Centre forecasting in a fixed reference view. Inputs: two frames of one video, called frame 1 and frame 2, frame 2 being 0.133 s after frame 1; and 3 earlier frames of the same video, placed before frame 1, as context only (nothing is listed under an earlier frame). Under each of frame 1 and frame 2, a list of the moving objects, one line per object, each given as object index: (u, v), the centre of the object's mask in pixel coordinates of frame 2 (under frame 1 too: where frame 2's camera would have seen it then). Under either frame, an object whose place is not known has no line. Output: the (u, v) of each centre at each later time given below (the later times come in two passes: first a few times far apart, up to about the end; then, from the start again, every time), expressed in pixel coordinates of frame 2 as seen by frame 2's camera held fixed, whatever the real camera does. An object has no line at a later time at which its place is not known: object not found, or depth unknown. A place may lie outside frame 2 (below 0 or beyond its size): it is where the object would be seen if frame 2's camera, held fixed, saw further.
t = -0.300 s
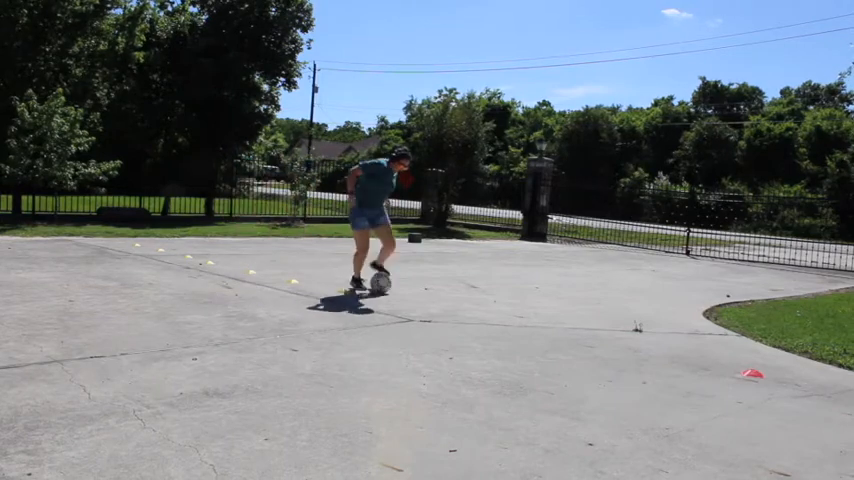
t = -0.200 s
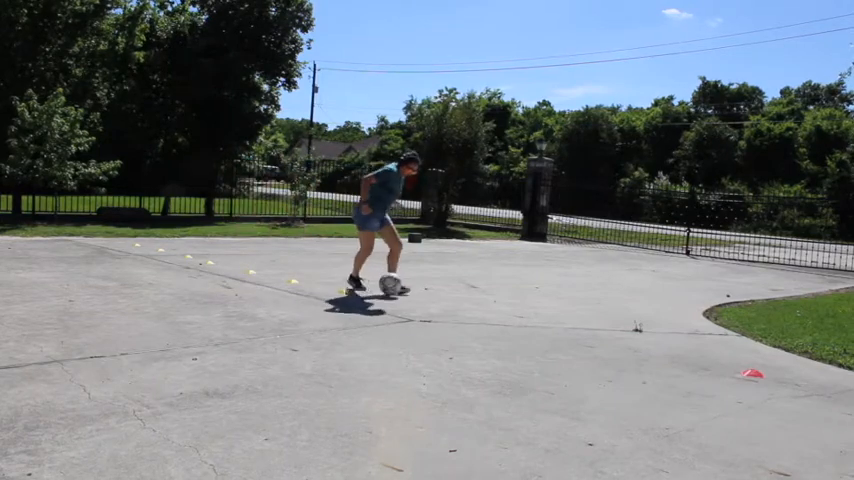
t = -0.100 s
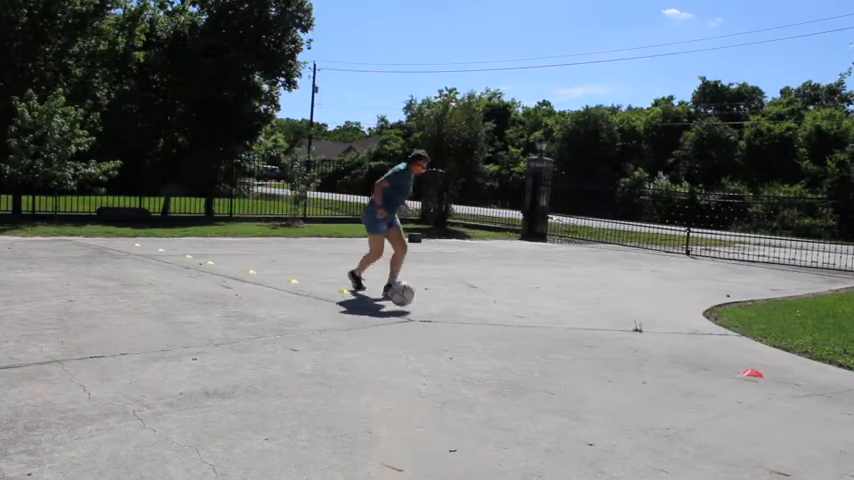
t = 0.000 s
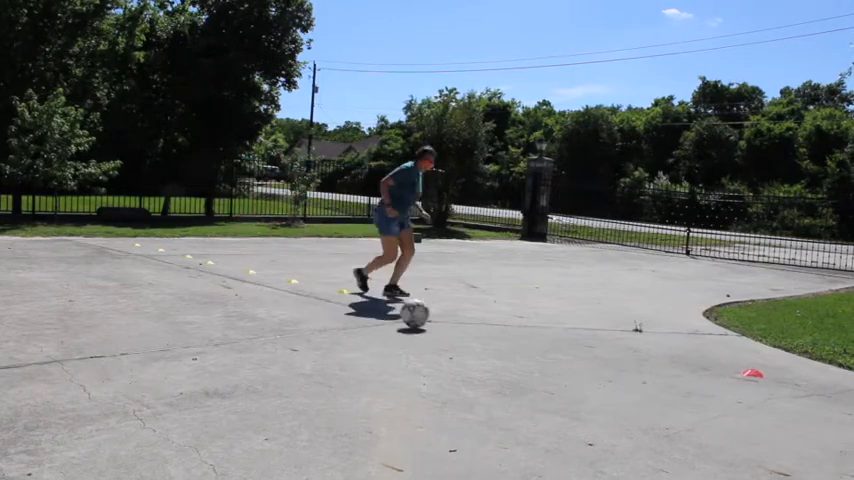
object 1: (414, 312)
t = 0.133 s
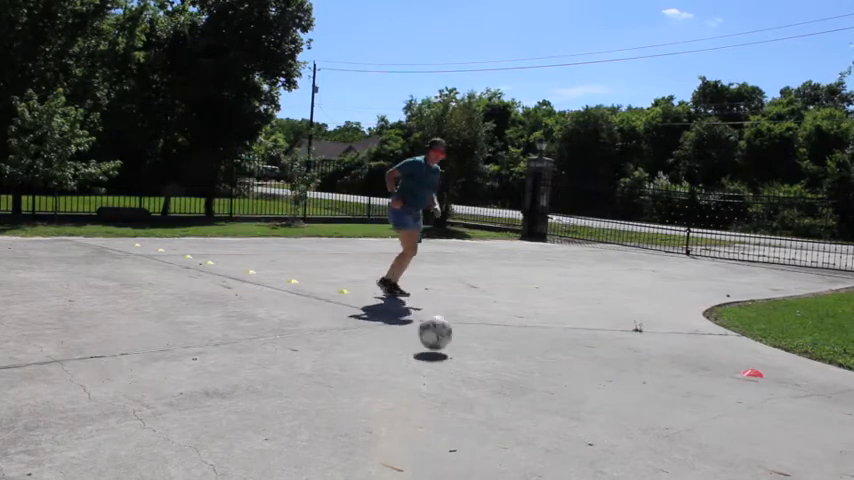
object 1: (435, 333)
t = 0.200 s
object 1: (446, 345)
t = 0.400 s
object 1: (488, 390)
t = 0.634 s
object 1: (563, 455)
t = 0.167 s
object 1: (441, 343)
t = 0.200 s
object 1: (446, 345)
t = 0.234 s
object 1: (452, 346)
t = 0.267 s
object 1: (458, 349)
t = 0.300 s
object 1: (466, 354)
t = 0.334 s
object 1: (473, 363)
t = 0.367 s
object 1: (480, 374)
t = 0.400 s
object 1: (488, 390)
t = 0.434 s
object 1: (497, 396)
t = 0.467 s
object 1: (506, 398)
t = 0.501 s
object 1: (516, 402)
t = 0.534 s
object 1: (527, 411)
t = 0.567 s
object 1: (538, 424)
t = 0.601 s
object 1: (549, 441)
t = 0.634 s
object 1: (563, 455)
